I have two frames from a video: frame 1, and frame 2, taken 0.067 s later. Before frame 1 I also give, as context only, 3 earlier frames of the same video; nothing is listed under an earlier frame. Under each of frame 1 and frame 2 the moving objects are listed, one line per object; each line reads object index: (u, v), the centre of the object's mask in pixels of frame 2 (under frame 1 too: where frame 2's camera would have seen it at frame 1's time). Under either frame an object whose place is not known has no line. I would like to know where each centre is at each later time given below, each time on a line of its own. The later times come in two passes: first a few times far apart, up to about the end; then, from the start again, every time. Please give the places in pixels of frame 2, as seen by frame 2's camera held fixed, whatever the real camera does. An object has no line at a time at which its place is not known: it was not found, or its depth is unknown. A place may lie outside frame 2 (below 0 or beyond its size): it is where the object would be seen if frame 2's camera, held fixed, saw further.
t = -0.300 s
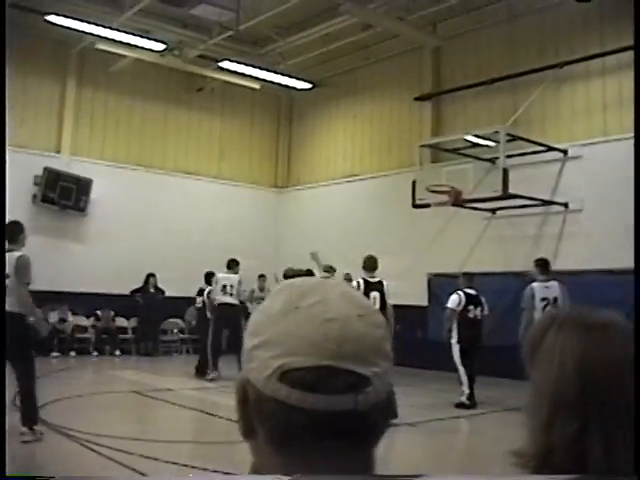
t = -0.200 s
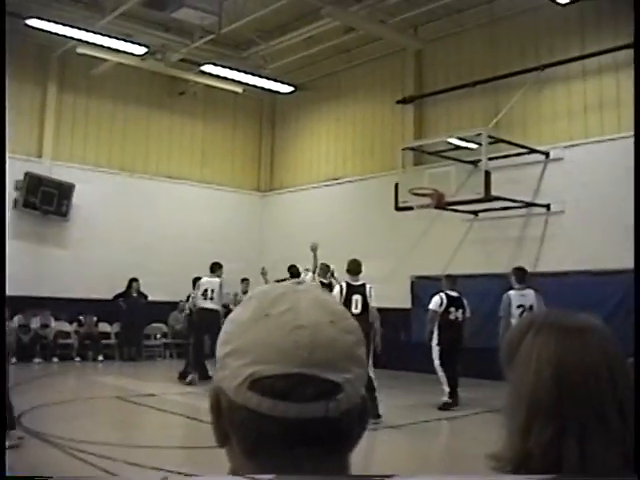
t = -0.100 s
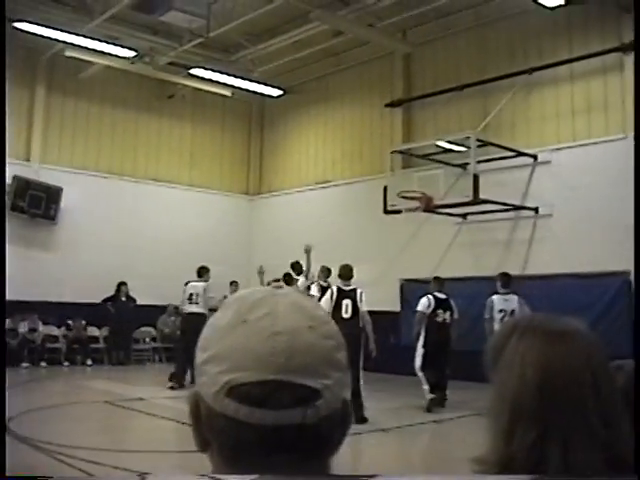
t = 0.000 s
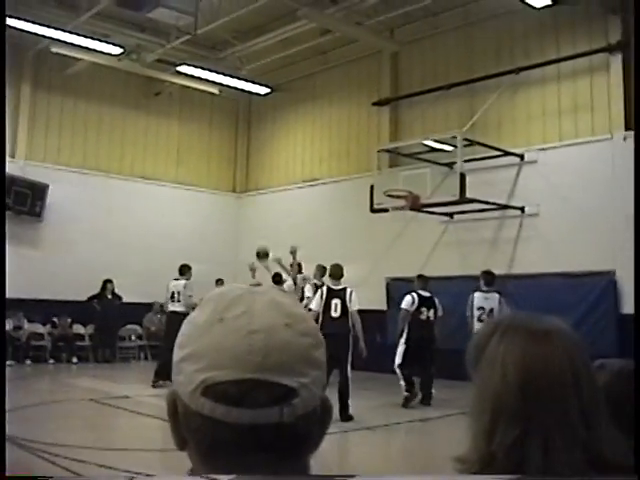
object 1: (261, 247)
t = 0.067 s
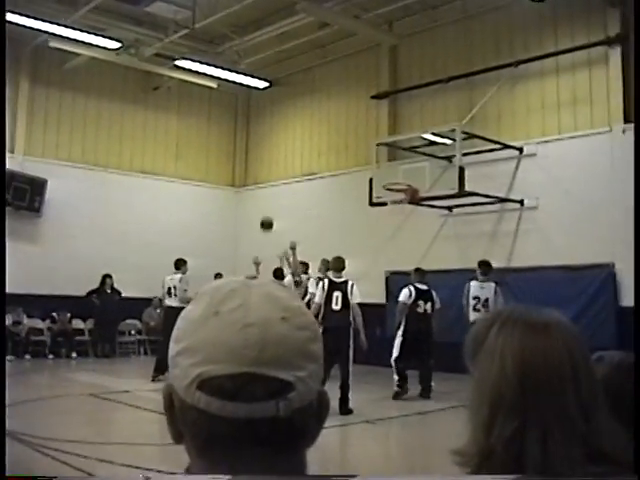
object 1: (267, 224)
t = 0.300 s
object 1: (284, 158)
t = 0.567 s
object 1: (305, 120)
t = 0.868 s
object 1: (328, 127)
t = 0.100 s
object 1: (269, 213)
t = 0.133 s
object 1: (272, 202)
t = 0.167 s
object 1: (274, 192)
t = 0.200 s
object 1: (276, 183)
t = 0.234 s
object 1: (279, 174)
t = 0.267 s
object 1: (281, 166)
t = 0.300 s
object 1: (284, 158)
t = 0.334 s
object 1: (287, 152)
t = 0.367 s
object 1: (289, 145)
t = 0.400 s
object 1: (291, 139)
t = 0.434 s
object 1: (294, 134)
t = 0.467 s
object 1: (297, 129)
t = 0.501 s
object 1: (300, 125)
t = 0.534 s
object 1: (302, 122)
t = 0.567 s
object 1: (305, 120)
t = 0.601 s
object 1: (307, 117)
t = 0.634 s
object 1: (309, 116)
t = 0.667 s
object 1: (313, 115)
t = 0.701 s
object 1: (315, 115)
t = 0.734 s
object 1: (317, 116)
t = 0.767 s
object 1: (320, 118)
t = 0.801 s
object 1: (323, 120)
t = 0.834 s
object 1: (325, 123)
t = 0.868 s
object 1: (328, 127)
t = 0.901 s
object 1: (331, 131)
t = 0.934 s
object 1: (333, 136)
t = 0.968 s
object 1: (336, 142)
